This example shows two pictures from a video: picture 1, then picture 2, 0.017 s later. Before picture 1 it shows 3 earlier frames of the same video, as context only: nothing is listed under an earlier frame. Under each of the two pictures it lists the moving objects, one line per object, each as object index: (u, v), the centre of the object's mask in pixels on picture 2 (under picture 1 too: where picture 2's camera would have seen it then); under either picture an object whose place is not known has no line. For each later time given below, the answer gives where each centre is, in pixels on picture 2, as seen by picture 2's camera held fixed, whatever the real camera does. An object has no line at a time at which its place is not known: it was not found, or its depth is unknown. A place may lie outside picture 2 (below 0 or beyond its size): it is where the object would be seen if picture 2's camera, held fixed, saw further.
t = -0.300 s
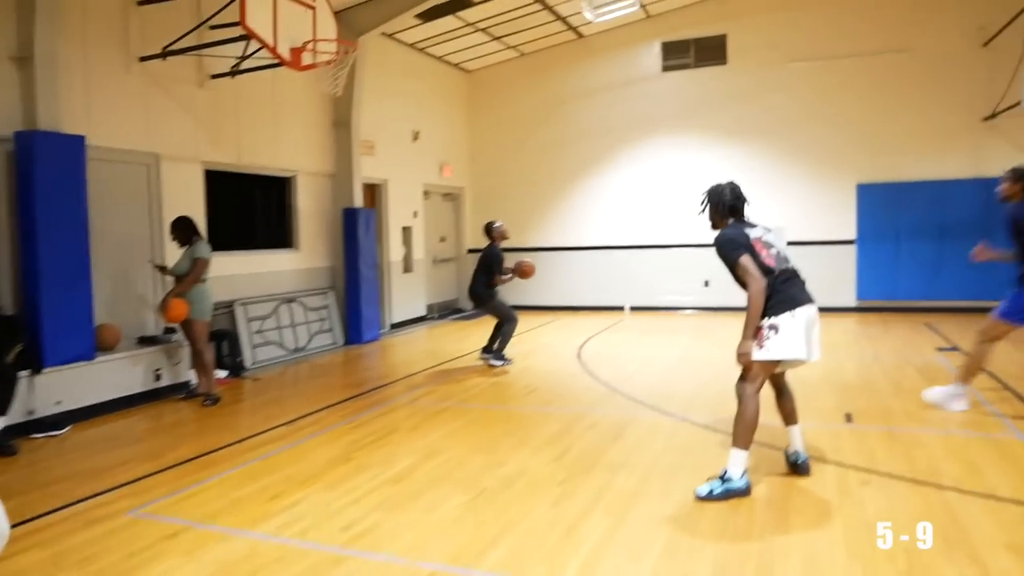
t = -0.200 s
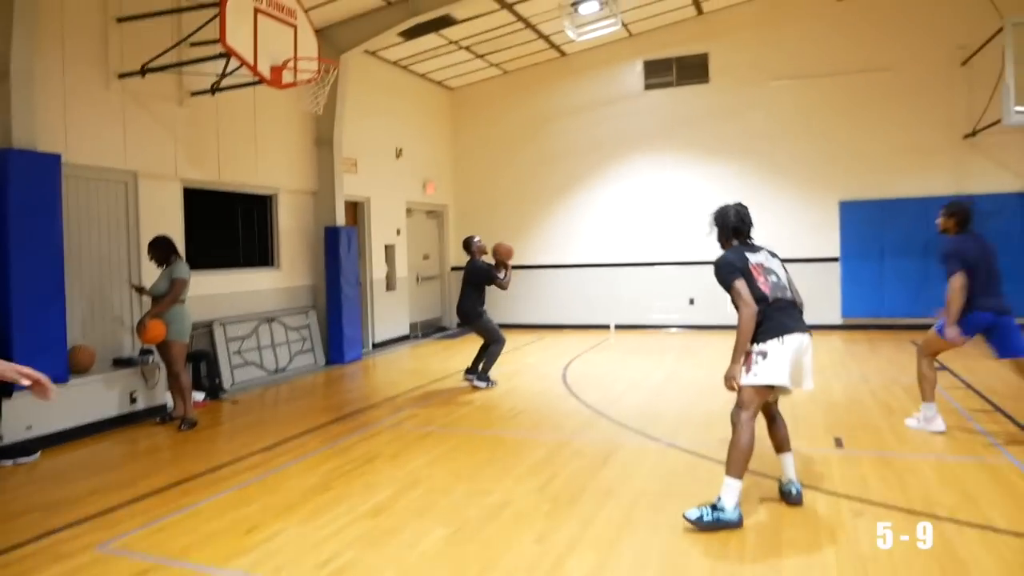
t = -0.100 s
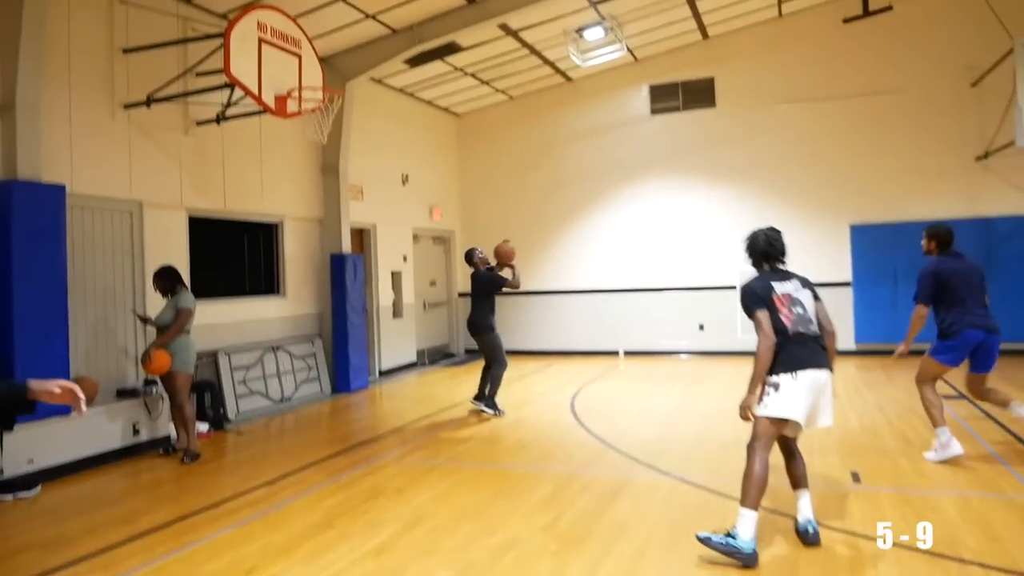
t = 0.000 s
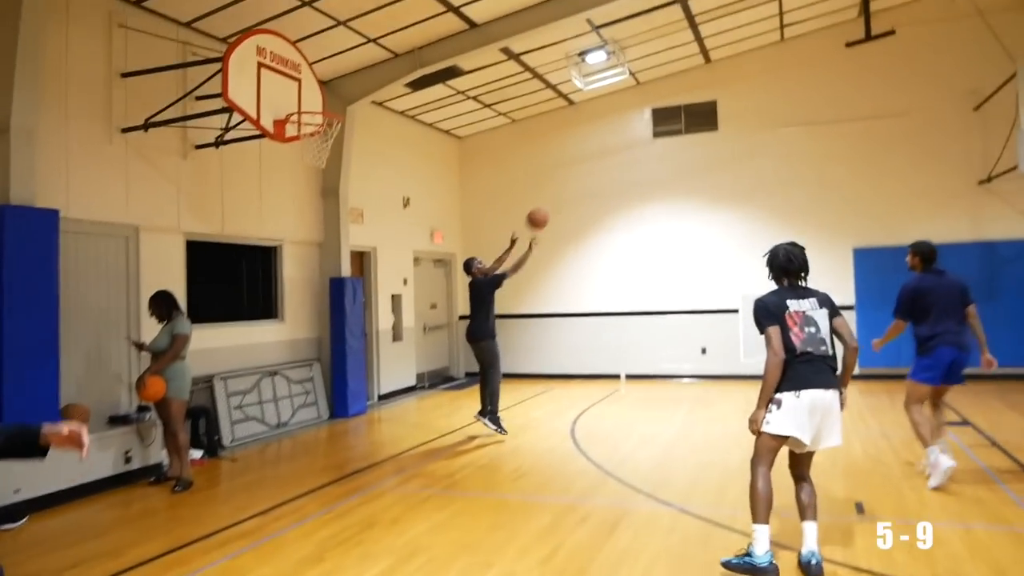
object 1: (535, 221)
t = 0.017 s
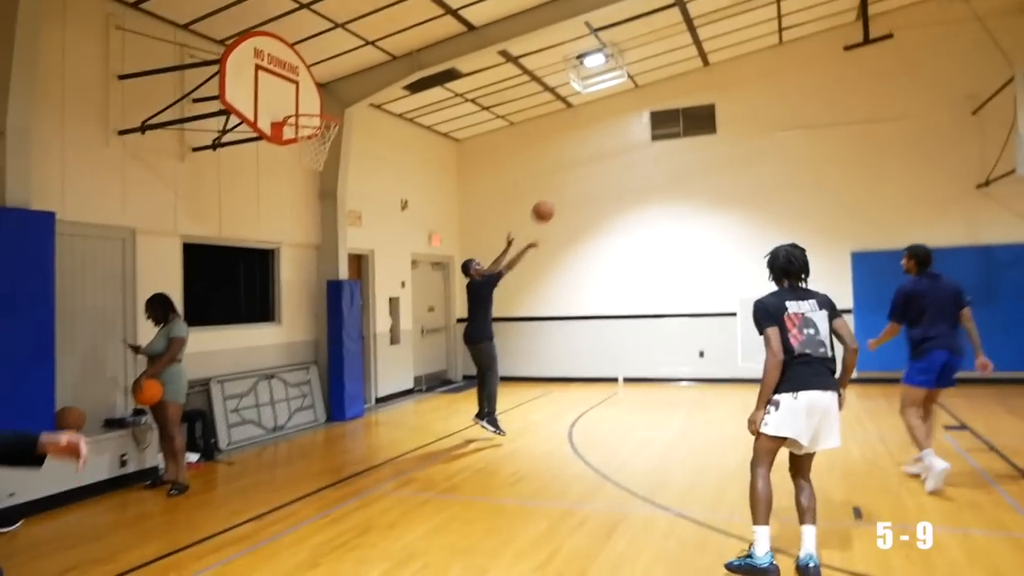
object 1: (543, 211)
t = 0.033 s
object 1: (551, 200)
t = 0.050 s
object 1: (558, 191)
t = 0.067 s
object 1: (566, 180)
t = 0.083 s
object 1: (575, 170)
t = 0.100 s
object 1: (583, 161)
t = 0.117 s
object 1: (590, 152)
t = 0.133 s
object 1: (598, 143)
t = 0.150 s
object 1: (606, 134)
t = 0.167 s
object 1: (614, 126)
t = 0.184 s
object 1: (622, 117)
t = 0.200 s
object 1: (630, 109)
